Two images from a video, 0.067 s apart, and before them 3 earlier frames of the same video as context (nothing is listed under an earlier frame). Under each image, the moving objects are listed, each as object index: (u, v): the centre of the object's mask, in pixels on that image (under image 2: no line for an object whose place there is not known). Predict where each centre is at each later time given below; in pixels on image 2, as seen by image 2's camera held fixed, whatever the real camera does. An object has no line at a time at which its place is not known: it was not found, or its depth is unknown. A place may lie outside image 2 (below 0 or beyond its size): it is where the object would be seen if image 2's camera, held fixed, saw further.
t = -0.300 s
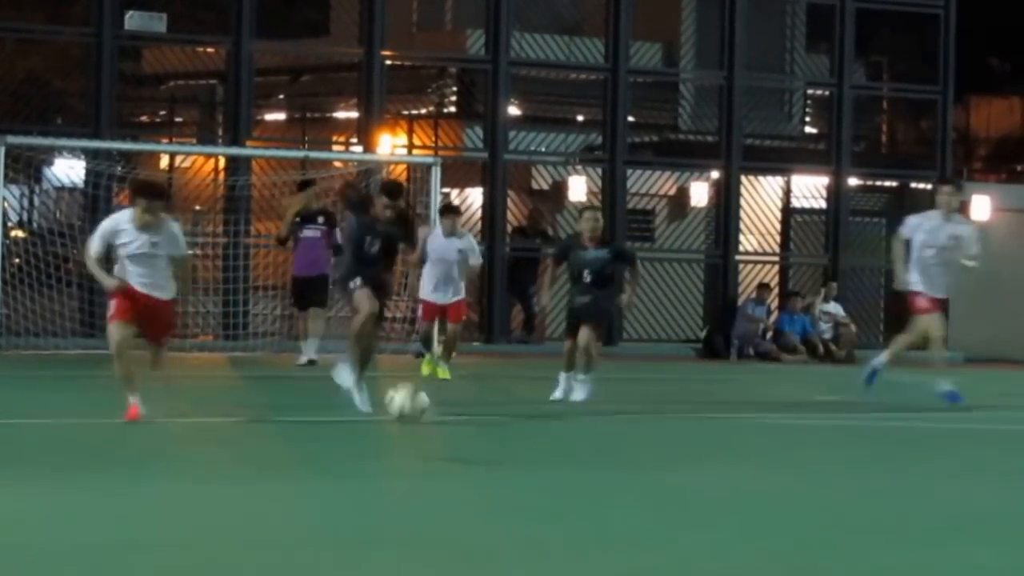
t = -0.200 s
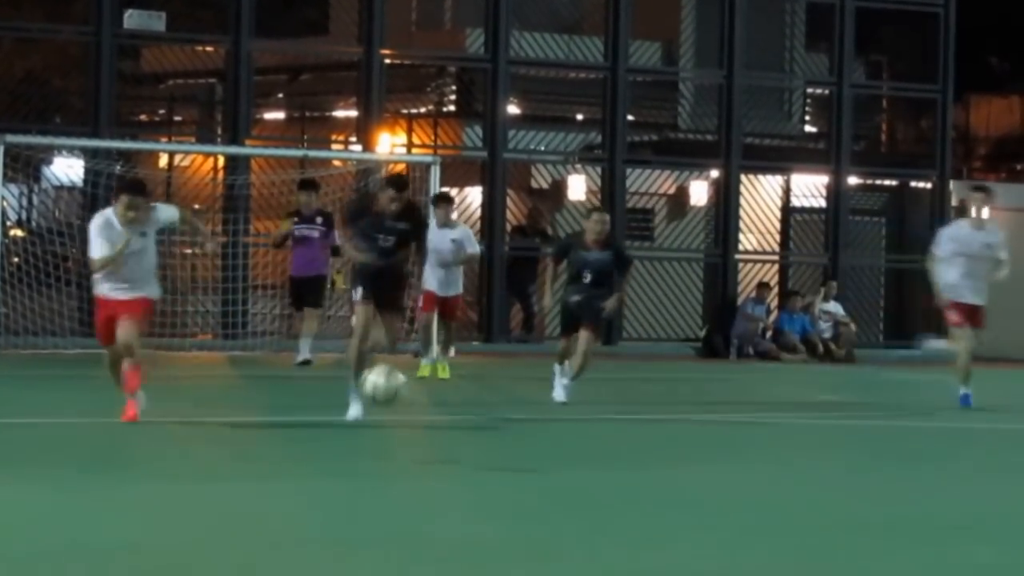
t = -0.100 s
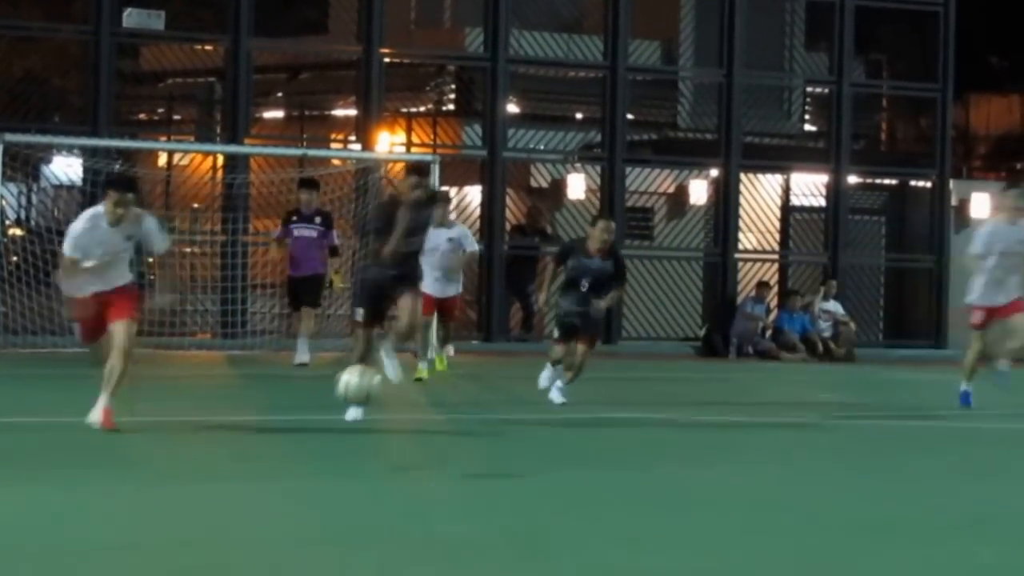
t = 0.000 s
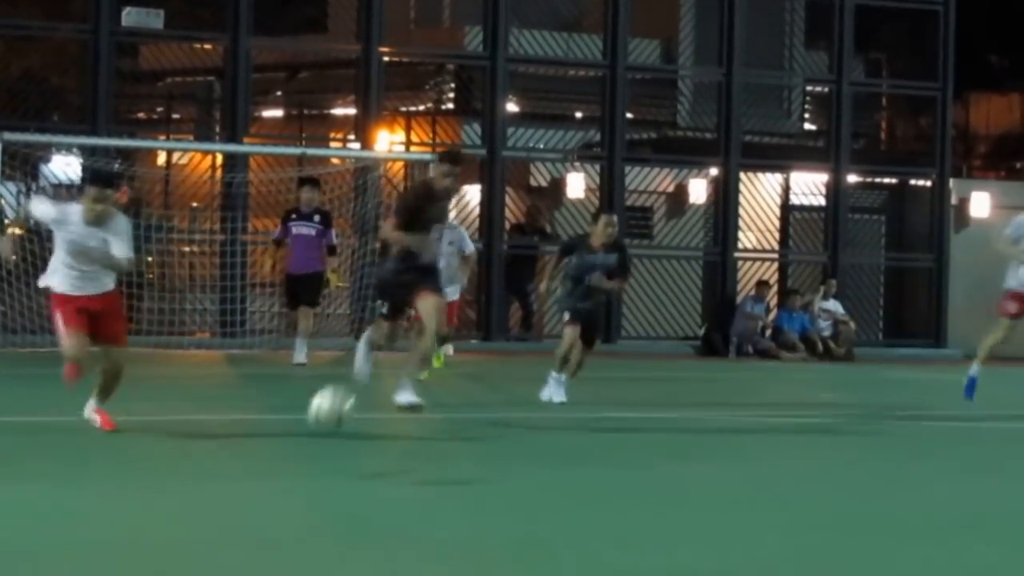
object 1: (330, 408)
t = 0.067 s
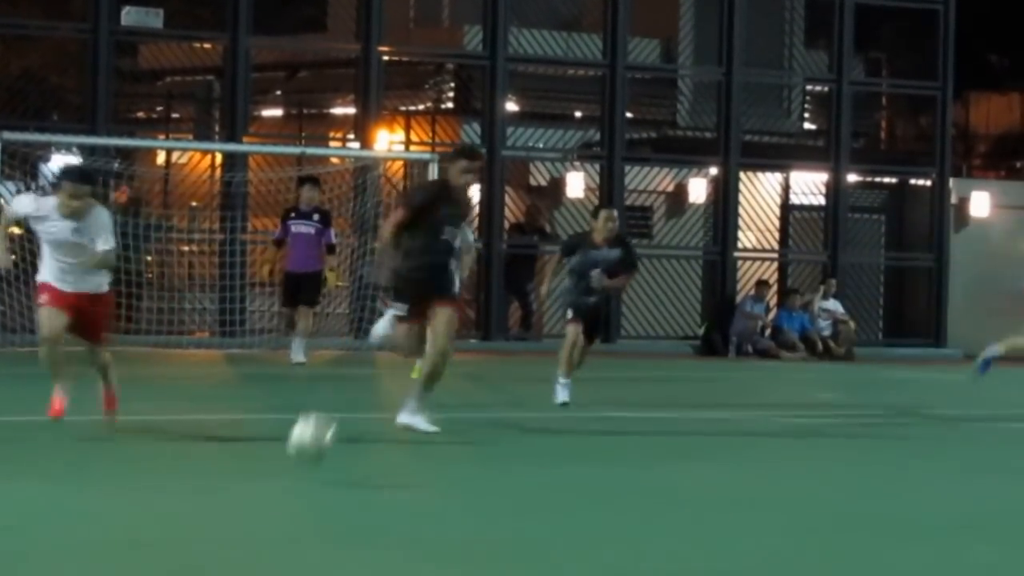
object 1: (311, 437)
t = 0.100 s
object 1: (300, 456)
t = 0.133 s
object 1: (292, 457)
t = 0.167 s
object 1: (281, 443)
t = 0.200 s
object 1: (271, 432)
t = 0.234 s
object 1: (260, 421)
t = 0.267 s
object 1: (246, 412)
